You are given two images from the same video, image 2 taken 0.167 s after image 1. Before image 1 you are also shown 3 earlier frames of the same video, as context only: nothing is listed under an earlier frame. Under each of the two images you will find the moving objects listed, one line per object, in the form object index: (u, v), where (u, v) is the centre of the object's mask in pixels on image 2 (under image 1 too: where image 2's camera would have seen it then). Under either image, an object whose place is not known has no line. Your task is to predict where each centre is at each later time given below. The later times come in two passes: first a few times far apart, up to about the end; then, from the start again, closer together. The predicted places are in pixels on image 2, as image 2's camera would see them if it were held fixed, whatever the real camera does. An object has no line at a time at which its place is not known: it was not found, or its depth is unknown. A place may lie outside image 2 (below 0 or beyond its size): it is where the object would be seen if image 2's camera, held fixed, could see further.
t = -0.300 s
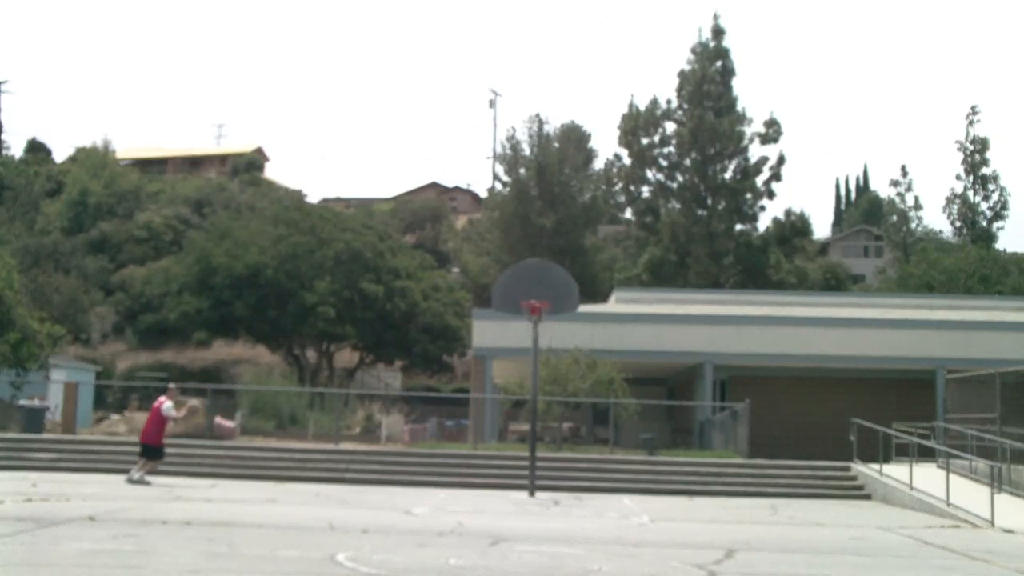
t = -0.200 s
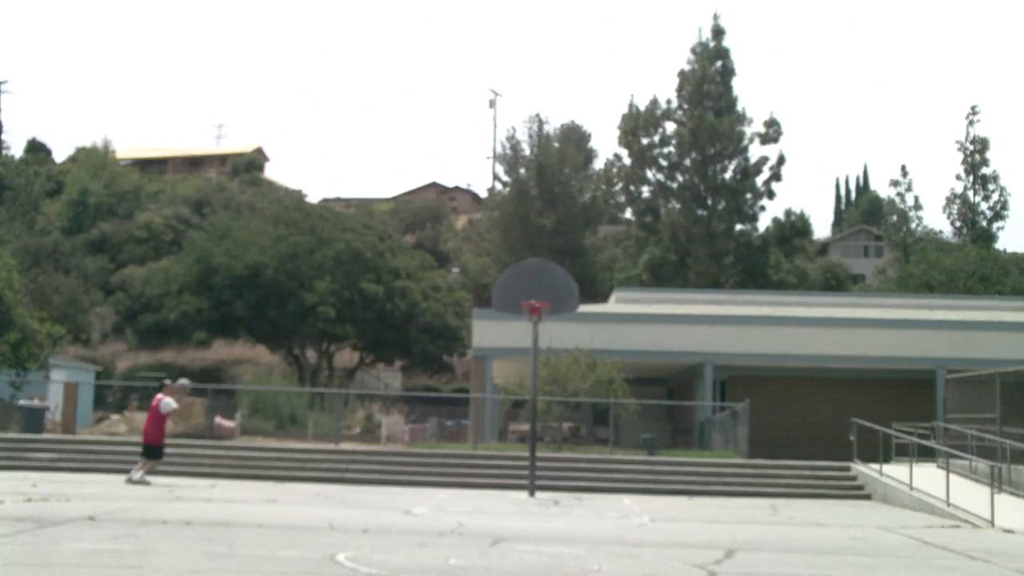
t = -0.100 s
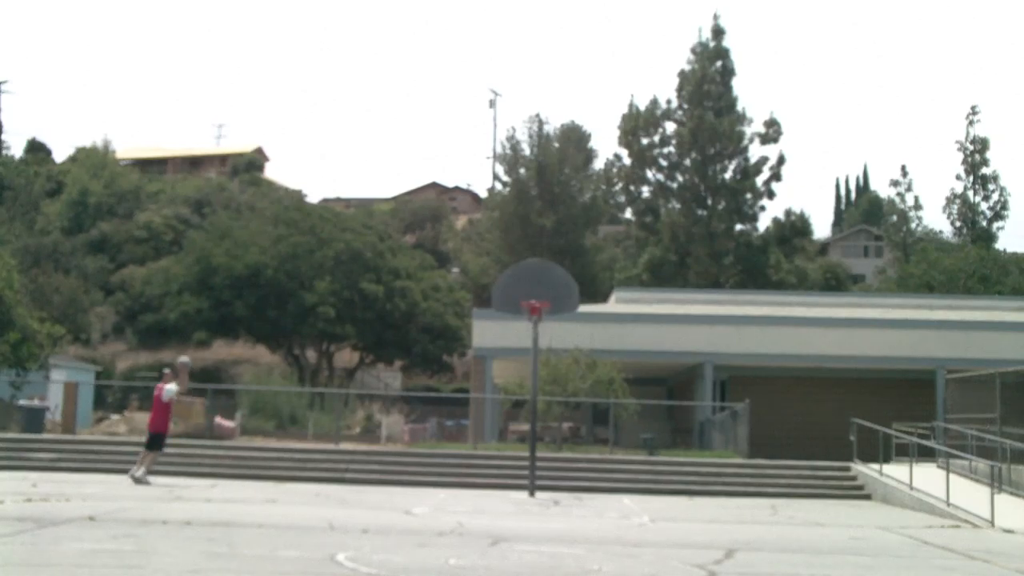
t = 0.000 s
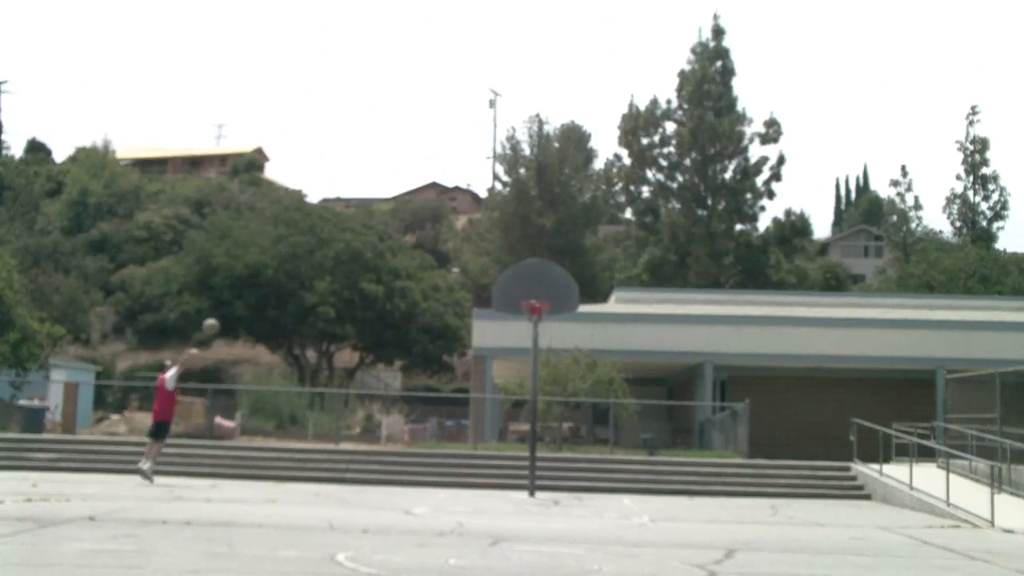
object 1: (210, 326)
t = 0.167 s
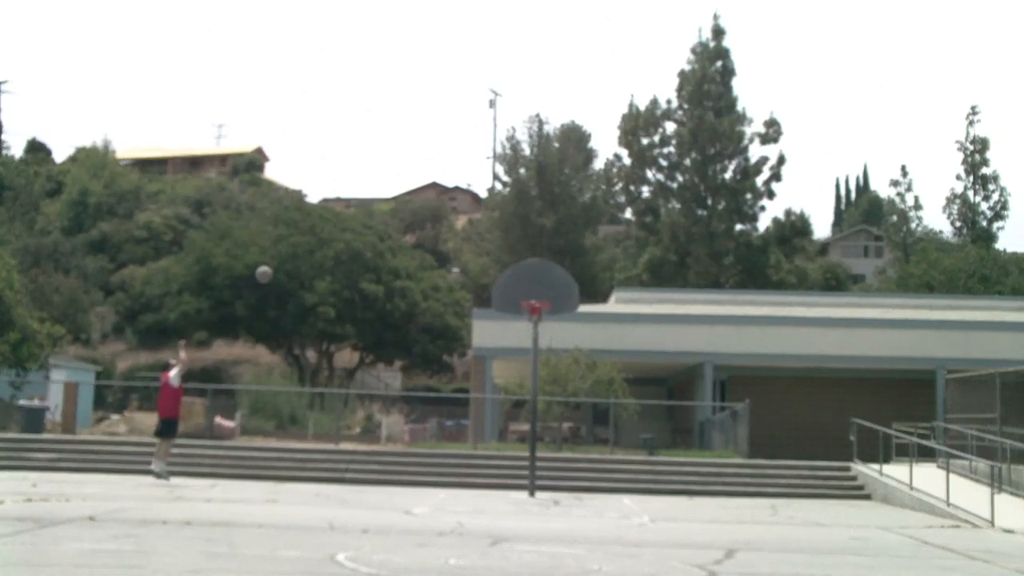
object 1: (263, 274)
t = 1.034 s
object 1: (526, 272)
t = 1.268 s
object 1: (596, 307)
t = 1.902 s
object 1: (780, 501)
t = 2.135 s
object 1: (827, 424)
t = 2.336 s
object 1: (866, 387)
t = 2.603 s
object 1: (917, 377)
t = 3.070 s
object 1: (1007, 467)
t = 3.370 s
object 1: (1013, 449)
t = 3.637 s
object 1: (976, 434)
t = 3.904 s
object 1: (943, 463)
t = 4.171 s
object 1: (925, 487)
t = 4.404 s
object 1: (932, 455)
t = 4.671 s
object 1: (931, 474)
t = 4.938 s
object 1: (907, 504)
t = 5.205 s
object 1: (866, 502)
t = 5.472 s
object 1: (829, 502)
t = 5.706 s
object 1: (796, 503)
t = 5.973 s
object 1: (761, 503)
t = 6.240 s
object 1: (726, 501)
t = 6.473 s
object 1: (697, 501)
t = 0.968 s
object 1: (506, 256)
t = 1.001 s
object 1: (515, 264)
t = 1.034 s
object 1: (526, 272)
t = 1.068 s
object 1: (535, 281)
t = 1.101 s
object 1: (545, 291)
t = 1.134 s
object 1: (555, 298)
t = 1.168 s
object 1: (565, 299)
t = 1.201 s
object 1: (576, 301)
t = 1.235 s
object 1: (586, 304)
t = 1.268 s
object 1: (596, 307)
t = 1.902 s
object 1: (780, 501)
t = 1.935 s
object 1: (787, 488)
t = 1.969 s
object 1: (793, 477)
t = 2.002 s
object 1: (801, 462)
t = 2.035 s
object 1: (807, 452)
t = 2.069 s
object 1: (813, 443)
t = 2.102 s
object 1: (820, 433)
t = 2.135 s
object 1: (827, 424)
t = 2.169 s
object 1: (834, 416)
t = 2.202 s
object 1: (840, 409)
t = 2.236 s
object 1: (846, 403)
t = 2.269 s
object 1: (852, 397)
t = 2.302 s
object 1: (859, 392)
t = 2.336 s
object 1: (866, 387)
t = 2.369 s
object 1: (872, 384)
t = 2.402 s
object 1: (878, 381)
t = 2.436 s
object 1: (885, 378)
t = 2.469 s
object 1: (892, 377)
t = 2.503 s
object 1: (898, 376)
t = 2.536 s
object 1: (904, 376)
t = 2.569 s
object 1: (911, 376)
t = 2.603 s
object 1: (917, 377)
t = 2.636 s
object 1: (923, 379)
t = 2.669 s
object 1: (929, 382)
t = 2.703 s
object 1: (936, 385)
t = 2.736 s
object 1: (942, 389)
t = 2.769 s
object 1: (949, 394)
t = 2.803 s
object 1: (955, 400)
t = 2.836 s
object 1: (962, 405)
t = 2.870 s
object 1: (968, 412)
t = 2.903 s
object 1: (975, 418)
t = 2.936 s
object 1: (982, 427)
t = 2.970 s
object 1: (989, 436)
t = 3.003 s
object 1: (994, 446)
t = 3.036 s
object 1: (1001, 456)
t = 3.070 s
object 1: (1007, 467)
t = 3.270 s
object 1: (1020, 464)
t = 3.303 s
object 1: (1018, 458)
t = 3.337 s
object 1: (1015, 453)
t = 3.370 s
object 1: (1013, 449)
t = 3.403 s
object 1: (1007, 444)
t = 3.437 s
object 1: (1003, 441)
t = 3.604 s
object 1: (980, 434)
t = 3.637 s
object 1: (976, 434)
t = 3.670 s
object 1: (972, 435)
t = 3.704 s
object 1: (968, 436)
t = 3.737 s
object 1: (964, 440)
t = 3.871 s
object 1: (946, 460)
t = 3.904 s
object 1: (943, 463)
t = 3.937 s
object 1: (940, 470)
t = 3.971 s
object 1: (935, 478)
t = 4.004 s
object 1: (931, 487)
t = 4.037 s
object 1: (927, 496)
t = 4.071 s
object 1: (923, 506)
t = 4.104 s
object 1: (923, 503)
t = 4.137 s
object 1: (924, 494)
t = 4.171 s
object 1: (925, 487)
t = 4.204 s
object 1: (926, 480)
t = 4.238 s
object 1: (927, 474)
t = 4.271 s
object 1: (928, 469)
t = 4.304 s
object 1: (929, 464)
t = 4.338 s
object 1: (929, 461)
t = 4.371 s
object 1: (931, 457)
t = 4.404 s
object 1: (932, 455)
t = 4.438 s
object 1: (931, 454)
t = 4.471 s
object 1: (932, 454)
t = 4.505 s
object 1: (932, 455)
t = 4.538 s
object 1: (933, 457)
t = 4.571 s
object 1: (932, 460)
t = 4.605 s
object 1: (932, 464)
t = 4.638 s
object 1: (932, 468)
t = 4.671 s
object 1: (931, 474)
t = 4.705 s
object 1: (931, 480)
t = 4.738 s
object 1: (931, 486)
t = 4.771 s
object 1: (930, 494)
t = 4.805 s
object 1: (929, 500)
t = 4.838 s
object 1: (924, 500)
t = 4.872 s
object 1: (917, 501)
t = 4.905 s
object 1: (912, 502)
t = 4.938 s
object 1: (907, 504)
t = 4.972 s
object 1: (901, 507)
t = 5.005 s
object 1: (896, 506)
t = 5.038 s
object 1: (891, 503)
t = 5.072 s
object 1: (885, 501)
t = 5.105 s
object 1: (881, 500)
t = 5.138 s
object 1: (876, 500)
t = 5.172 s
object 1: (871, 500)
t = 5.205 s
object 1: (866, 502)
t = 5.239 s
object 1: (862, 503)
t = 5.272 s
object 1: (857, 504)
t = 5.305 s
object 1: (852, 502)
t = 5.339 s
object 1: (848, 501)
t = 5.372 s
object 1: (843, 500)
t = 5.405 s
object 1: (838, 500)
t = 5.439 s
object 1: (833, 501)
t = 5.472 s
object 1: (829, 502)
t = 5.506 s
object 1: (824, 504)
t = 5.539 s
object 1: (819, 502)
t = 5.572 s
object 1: (814, 502)
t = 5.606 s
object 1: (810, 501)
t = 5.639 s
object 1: (806, 502)
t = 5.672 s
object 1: (801, 503)
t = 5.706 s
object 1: (796, 503)
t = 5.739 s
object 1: (792, 502)
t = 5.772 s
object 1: (787, 501)
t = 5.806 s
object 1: (783, 502)
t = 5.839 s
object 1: (778, 503)
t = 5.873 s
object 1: (774, 502)
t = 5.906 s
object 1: (769, 502)
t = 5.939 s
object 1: (765, 502)
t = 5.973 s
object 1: (761, 503)
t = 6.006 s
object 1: (756, 502)
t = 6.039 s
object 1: (752, 502)
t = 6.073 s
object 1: (748, 502)
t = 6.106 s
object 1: (743, 502)
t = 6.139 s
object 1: (739, 502)
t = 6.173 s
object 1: (735, 502)
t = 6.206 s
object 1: (730, 501)
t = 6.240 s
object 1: (726, 501)
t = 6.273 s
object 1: (722, 501)
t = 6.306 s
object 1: (718, 501)
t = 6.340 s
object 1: (713, 501)
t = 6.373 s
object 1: (710, 501)
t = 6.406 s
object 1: (705, 501)
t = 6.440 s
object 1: (701, 501)
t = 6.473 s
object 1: (697, 501)
